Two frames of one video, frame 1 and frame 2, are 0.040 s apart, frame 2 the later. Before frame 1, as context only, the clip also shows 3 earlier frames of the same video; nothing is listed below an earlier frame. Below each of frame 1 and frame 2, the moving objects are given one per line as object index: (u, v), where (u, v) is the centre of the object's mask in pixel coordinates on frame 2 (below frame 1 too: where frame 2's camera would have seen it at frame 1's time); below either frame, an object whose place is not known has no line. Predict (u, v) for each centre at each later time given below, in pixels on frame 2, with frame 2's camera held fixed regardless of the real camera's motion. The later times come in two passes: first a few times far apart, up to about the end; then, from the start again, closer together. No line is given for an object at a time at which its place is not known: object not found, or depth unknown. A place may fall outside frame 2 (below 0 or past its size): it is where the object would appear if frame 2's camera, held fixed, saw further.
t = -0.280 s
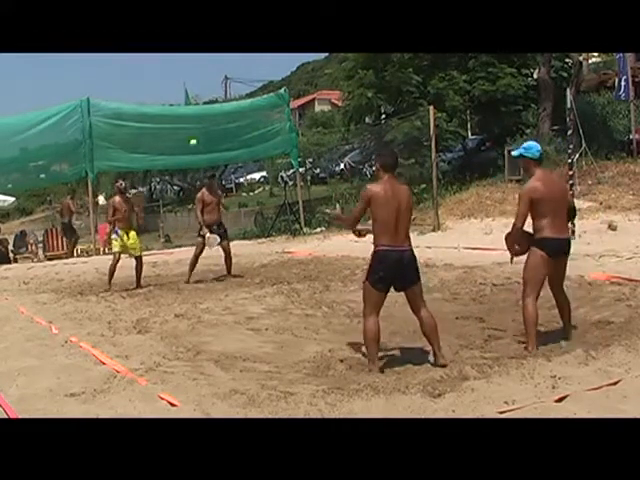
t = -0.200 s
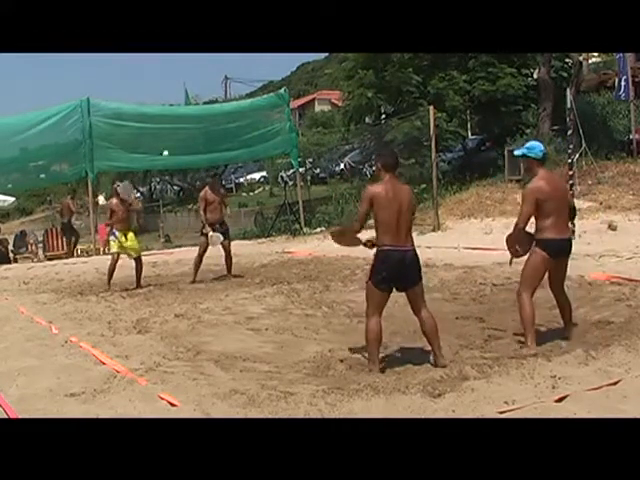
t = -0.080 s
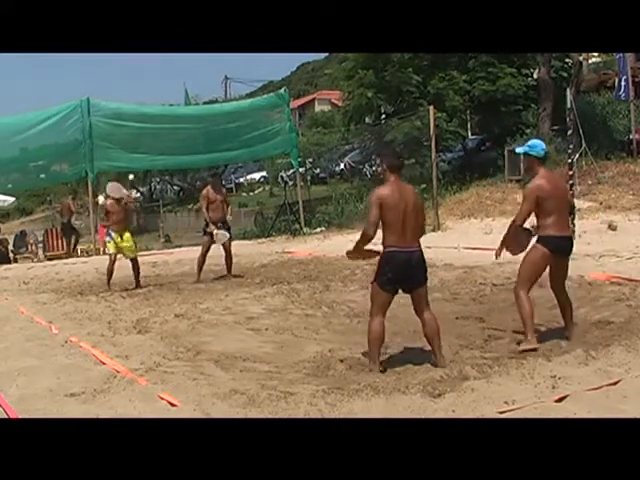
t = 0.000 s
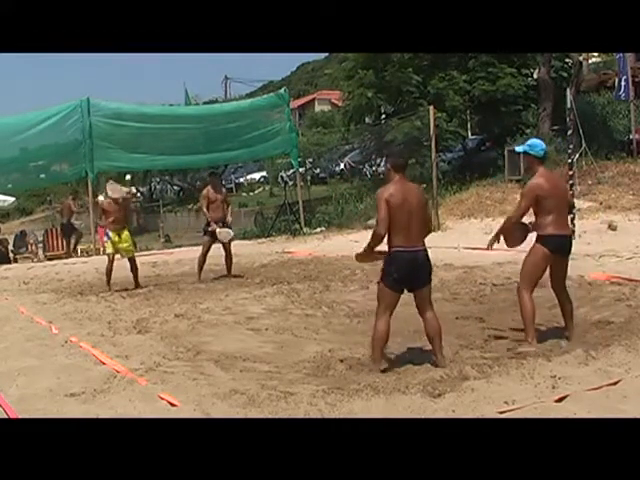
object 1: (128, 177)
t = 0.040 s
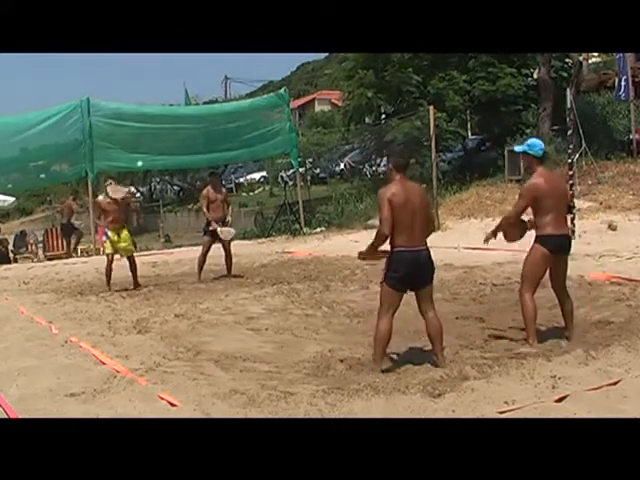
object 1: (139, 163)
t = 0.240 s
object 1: (207, 107)
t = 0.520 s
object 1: (338, 74)
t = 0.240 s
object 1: (207, 107)
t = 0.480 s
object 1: (316, 75)
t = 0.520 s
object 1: (338, 74)
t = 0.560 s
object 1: (360, 74)
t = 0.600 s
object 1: (385, 77)
